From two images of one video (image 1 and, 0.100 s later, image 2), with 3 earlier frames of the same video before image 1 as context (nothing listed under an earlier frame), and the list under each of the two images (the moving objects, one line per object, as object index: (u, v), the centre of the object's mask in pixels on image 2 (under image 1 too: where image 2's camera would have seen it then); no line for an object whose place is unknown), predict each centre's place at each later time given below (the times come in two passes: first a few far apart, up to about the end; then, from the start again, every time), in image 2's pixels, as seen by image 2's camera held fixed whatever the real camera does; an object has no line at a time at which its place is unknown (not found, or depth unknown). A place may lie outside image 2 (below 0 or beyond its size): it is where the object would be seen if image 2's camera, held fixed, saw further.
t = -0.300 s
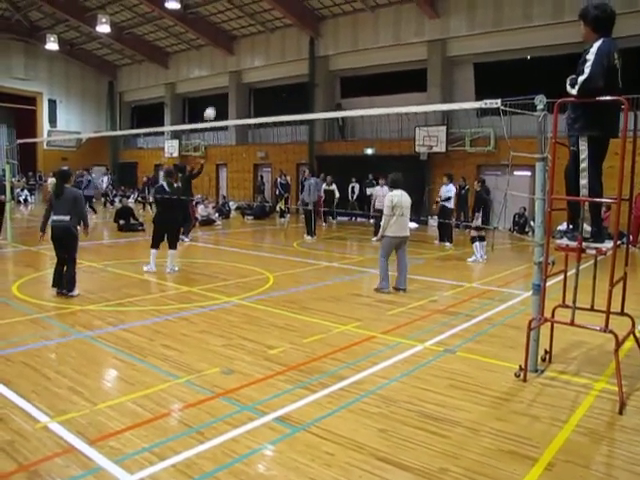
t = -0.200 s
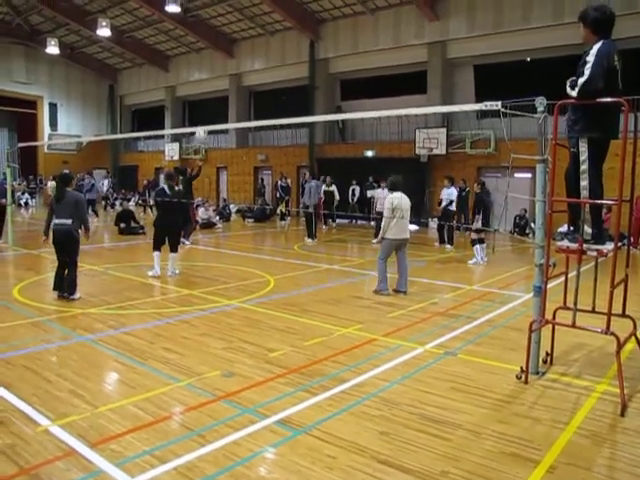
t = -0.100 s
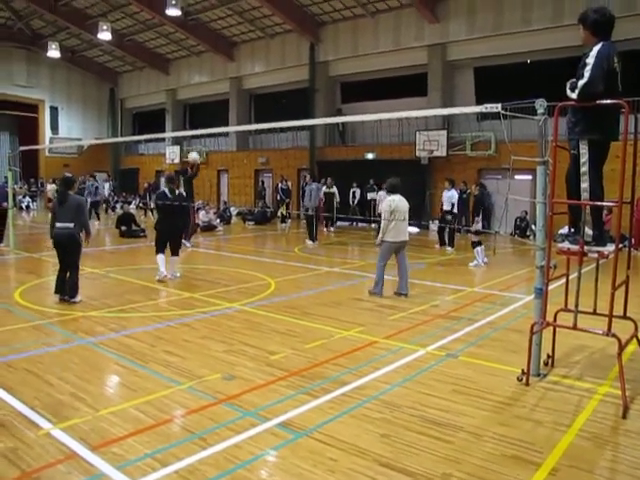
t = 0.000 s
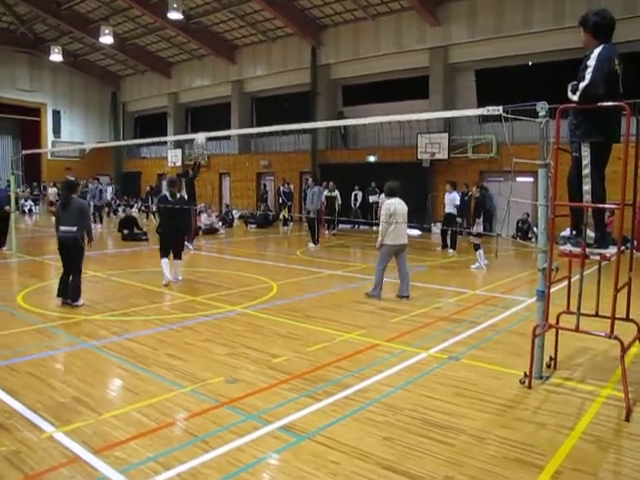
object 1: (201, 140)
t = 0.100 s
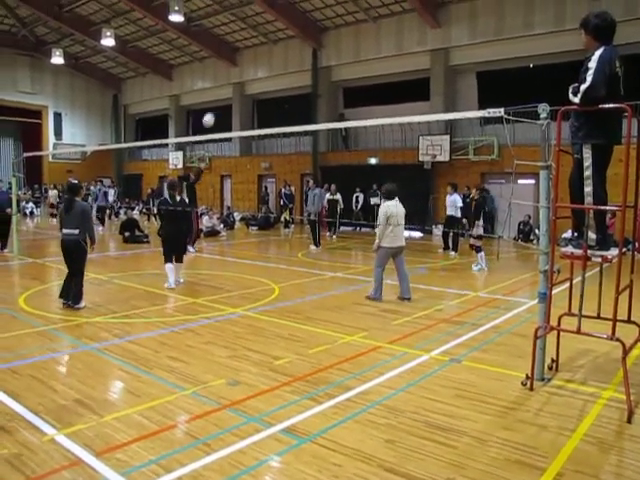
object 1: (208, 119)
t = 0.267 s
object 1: (219, 93)
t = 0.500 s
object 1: (234, 77)
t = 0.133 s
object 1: (210, 113)
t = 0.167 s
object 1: (213, 108)
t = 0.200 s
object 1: (215, 102)
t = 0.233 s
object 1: (217, 97)
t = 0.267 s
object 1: (219, 93)
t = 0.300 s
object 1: (221, 88)
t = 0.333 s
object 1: (223, 86)
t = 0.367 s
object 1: (226, 84)
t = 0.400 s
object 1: (227, 81)
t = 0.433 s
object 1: (230, 79)
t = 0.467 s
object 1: (232, 78)
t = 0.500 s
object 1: (234, 77)
